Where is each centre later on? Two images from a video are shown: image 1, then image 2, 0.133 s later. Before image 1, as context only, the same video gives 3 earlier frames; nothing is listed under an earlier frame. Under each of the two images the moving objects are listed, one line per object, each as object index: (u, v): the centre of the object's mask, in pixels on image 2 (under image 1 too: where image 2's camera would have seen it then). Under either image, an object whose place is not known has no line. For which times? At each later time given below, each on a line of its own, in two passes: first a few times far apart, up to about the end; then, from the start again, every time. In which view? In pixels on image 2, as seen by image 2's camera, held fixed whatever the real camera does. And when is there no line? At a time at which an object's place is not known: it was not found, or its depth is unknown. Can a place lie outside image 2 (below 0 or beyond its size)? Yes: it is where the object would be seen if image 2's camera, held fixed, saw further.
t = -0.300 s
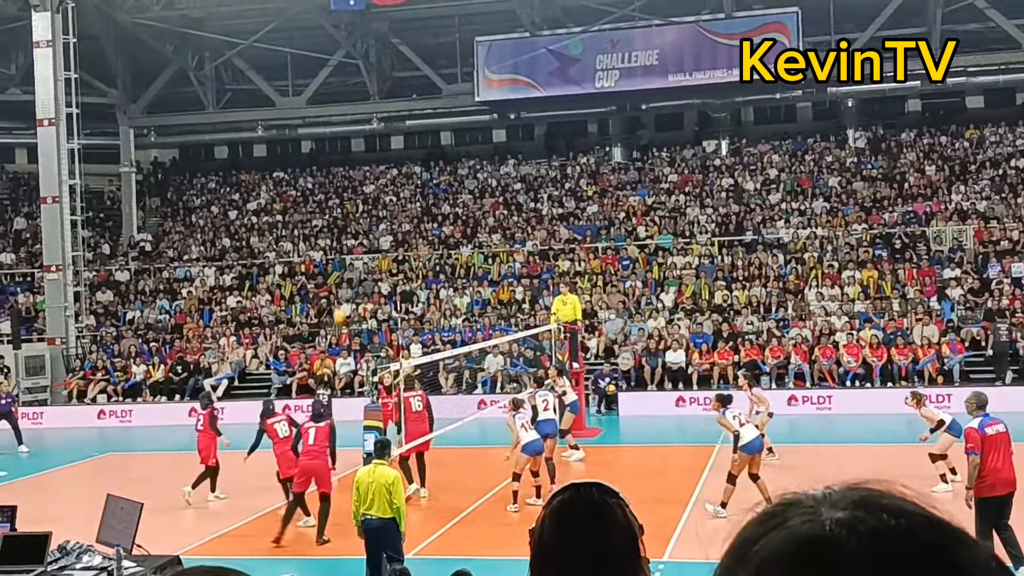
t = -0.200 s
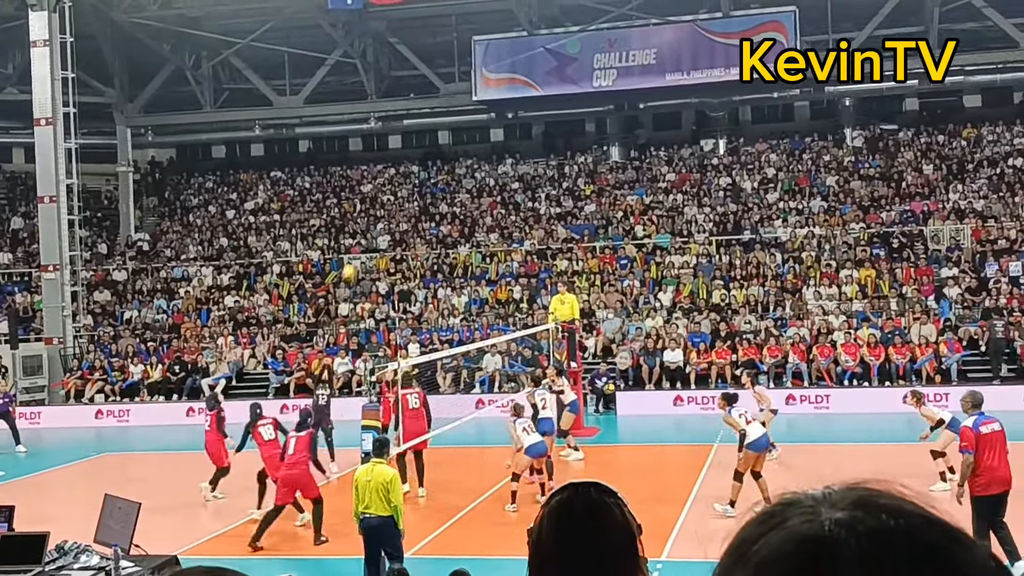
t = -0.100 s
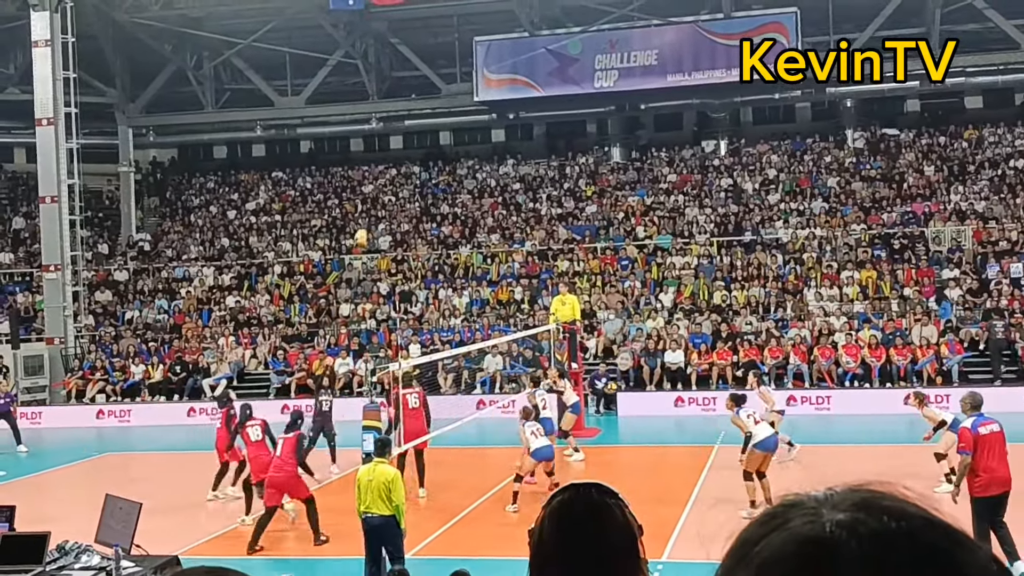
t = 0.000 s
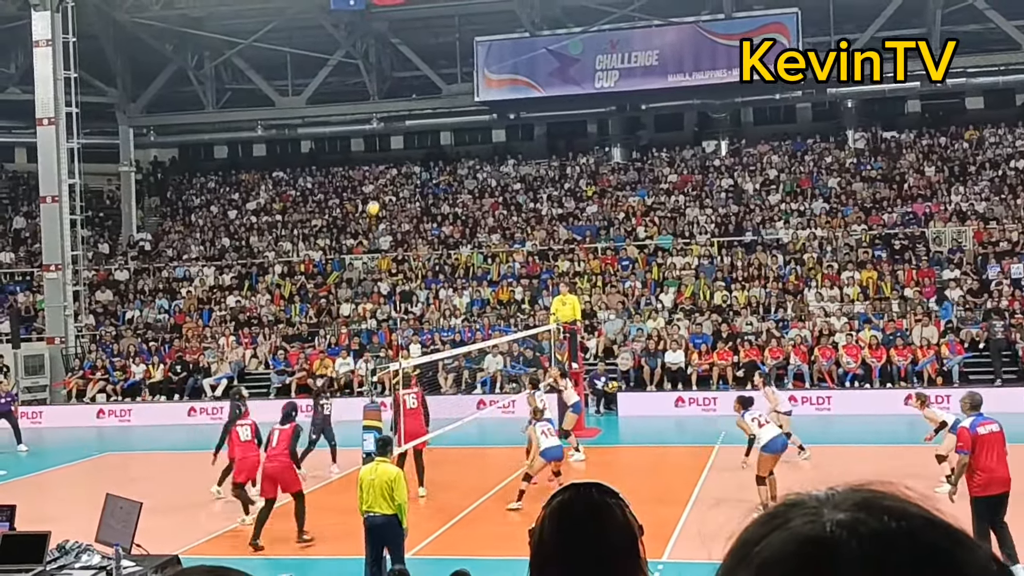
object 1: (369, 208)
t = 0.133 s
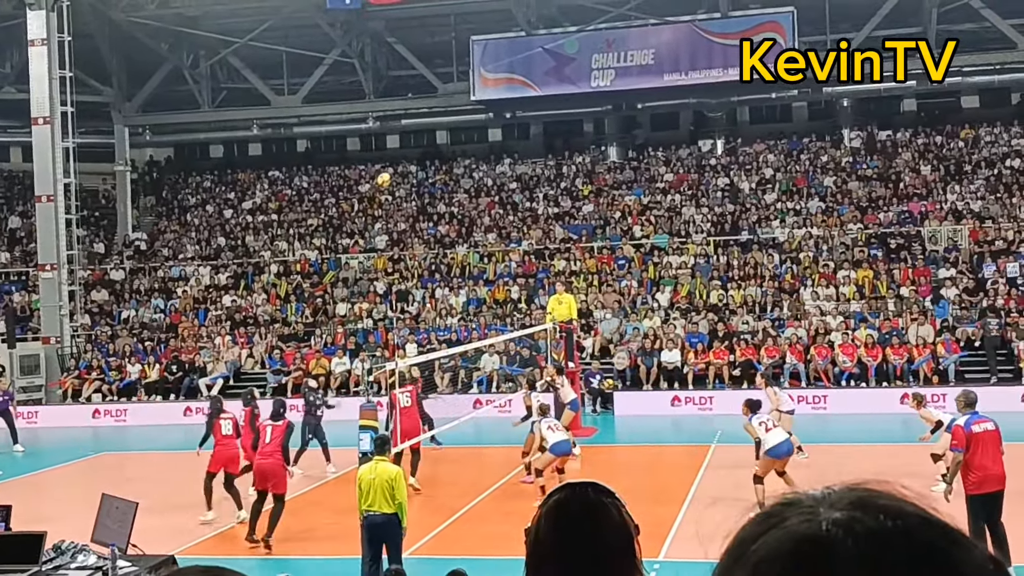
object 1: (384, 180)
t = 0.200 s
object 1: (391, 170)
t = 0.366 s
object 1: (410, 156)
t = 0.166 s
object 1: (388, 174)
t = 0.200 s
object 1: (391, 170)
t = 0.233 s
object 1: (395, 166)
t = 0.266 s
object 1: (399, 162)
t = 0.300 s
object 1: (403, 159)
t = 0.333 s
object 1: (406, 157)
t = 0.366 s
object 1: (410, 156)
